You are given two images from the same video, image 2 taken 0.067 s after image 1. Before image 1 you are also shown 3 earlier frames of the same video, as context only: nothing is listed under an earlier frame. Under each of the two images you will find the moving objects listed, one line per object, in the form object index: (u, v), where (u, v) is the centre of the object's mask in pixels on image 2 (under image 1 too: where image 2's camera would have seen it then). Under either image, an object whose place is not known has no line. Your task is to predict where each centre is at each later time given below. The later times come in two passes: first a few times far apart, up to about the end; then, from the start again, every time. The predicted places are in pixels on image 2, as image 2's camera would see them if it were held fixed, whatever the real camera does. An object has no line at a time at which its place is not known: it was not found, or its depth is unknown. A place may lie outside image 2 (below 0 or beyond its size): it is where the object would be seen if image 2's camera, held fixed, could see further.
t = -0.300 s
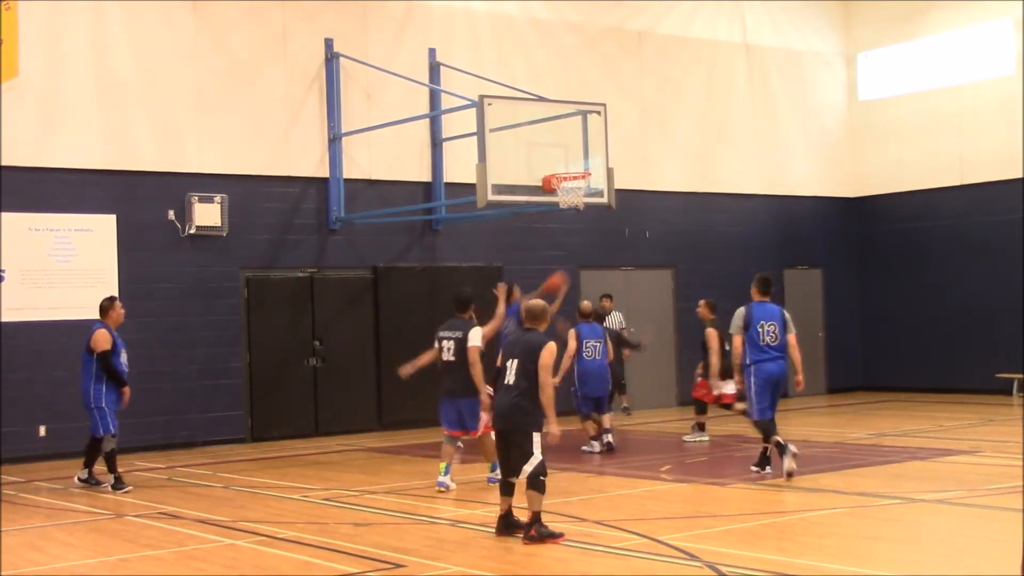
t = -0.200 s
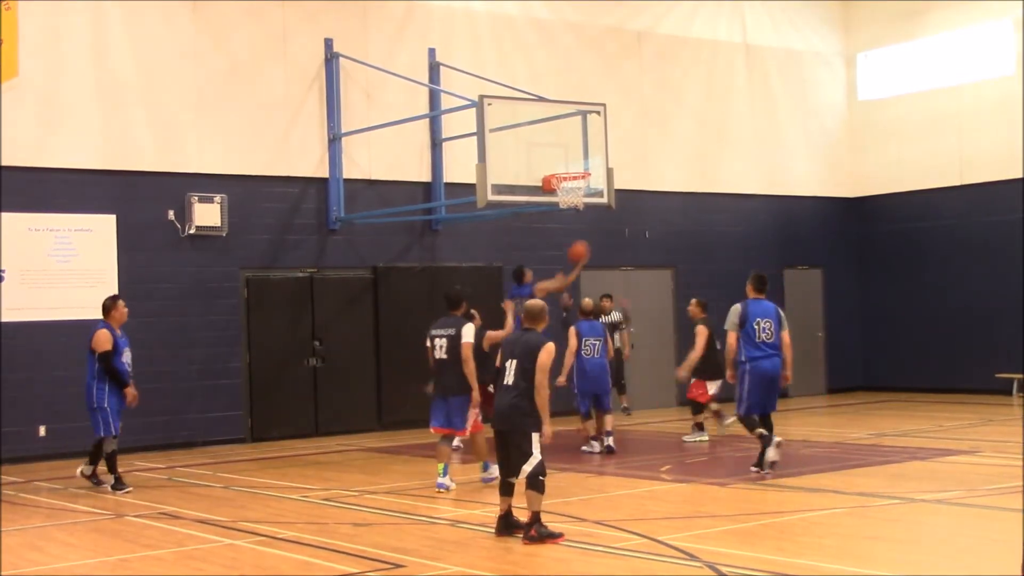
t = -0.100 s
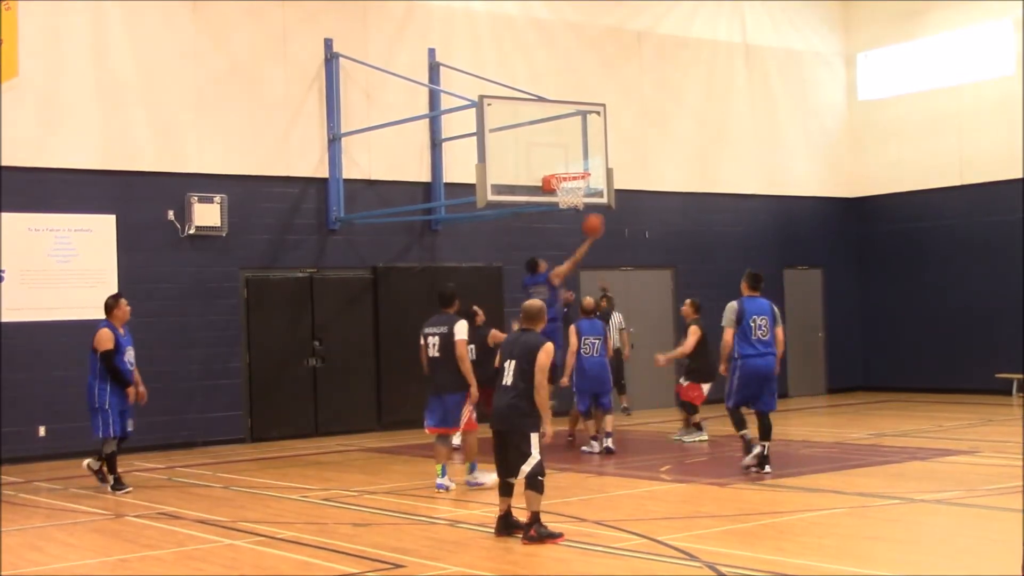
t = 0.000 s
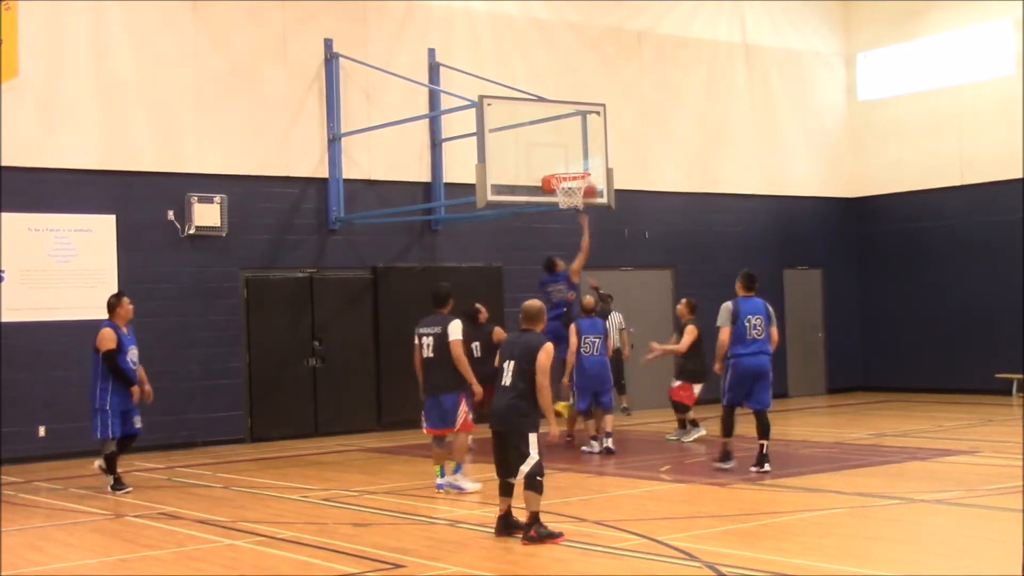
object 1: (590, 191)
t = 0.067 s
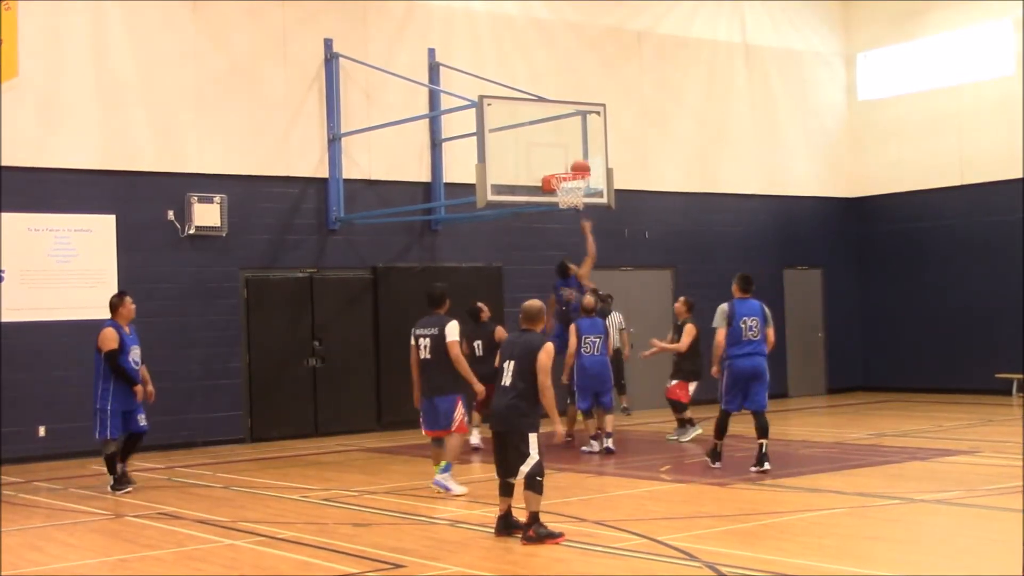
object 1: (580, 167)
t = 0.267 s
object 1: (579, 160)
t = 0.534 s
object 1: (573, 180)
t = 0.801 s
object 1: (568, 231)
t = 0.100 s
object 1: (580, 164)
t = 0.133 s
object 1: (580, 162)
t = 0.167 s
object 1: (579, 161)
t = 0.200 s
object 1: (579, 160)
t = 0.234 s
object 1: (579, 160)
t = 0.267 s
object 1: (579, 160)
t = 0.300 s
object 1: (579, 162)
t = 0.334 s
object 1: (579, 164)
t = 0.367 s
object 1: (578, 165)
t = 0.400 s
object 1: (578, 165)
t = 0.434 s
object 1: (576, 166)
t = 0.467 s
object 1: (574, 167)
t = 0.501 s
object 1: (573, 175)
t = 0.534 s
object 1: (573, 180)
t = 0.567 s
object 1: (570, 184)
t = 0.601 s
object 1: (570, 192)
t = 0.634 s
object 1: (569, 197)
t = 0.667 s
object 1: (571, 207)
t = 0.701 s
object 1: (569, 211)
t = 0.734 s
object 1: (568, 215)
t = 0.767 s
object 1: (568, 222)
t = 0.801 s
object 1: (568, 231)
